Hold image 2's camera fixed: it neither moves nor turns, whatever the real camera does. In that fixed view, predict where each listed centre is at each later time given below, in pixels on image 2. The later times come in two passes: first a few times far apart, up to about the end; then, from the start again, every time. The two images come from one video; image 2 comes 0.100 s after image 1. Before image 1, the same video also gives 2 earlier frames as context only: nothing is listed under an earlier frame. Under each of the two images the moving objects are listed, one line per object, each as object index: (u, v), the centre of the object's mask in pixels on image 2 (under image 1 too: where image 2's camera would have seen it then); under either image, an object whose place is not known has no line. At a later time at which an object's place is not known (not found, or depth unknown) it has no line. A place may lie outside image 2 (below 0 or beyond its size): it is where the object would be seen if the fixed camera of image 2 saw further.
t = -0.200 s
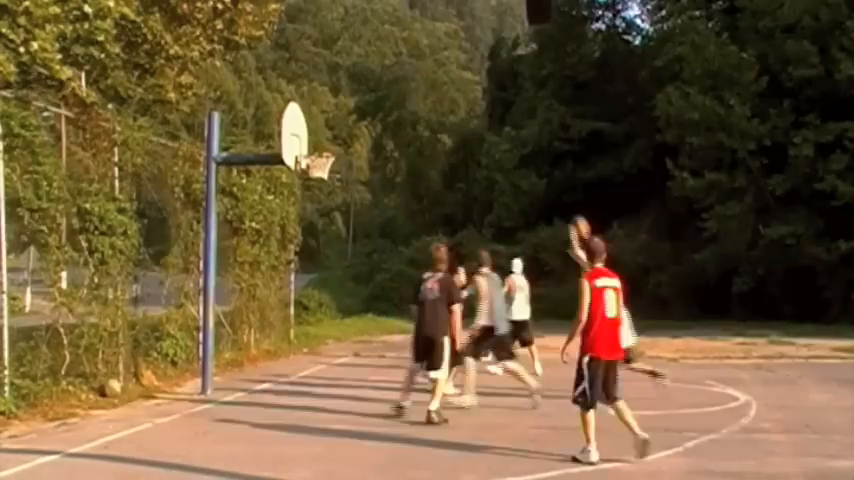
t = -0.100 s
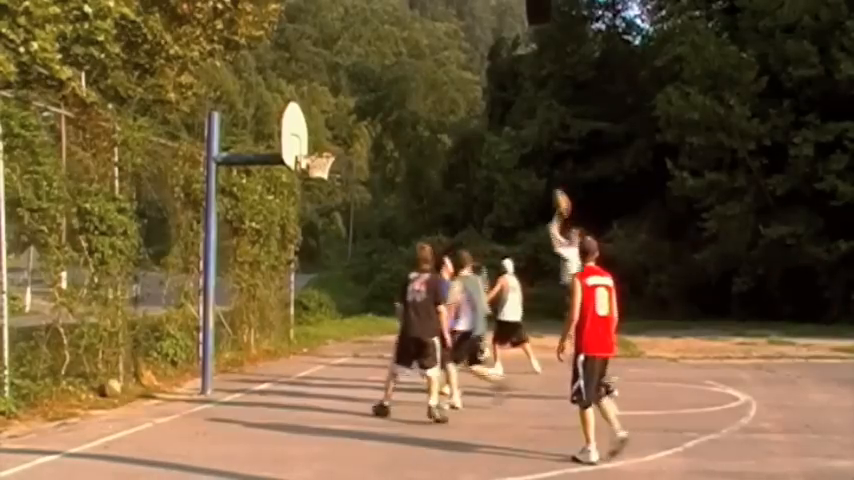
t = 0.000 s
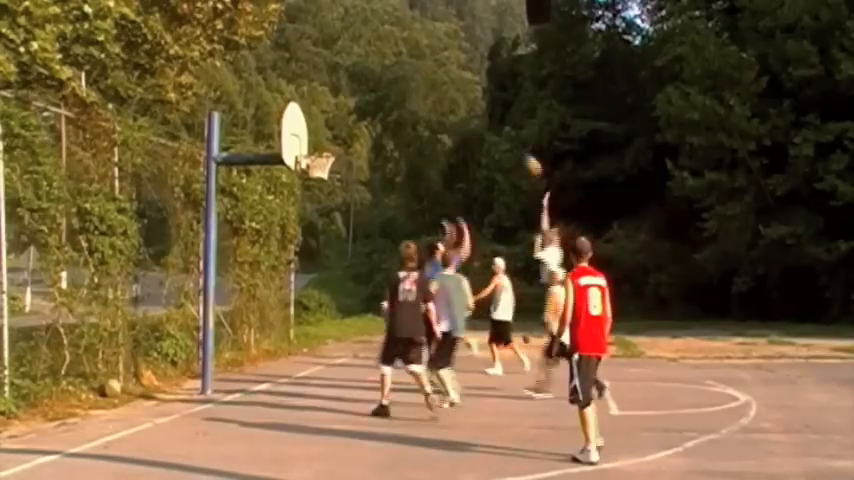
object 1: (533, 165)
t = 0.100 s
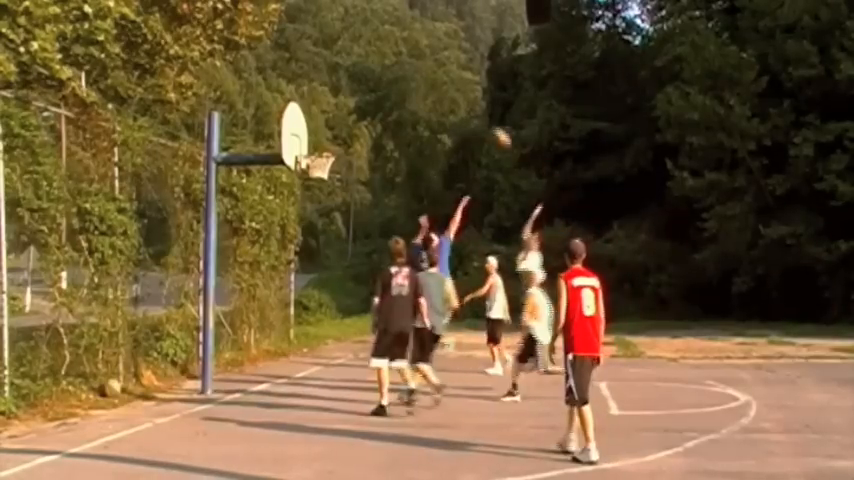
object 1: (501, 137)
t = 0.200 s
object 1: (471, 118)
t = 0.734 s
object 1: (313, 136)
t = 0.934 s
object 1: (316, 126)
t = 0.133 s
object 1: (492, 131)
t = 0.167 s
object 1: (481, 123)
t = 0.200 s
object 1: (471, 118)
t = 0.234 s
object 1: (461, 112)
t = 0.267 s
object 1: (451, 107)
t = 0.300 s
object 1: (441, 105)
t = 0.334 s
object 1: (431, 102)
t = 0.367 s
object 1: (420, 100)
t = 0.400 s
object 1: (410, 100)
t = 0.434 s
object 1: (400, 100)
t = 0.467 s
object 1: (391, 100)
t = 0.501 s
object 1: (381, 102)
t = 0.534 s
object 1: (371, 104)
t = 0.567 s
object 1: (362, 109)
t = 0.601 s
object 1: (352, 113)
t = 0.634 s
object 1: (343, 118)
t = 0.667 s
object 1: (332, 124)
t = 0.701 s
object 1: (324, 130)
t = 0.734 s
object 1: (313, 136)
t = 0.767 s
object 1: (301, 145)
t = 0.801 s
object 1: (300, 144)
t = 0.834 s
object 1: (303, 138)
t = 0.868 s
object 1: (308, 134)
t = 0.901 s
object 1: (311, 131)
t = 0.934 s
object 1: (316, 126)
